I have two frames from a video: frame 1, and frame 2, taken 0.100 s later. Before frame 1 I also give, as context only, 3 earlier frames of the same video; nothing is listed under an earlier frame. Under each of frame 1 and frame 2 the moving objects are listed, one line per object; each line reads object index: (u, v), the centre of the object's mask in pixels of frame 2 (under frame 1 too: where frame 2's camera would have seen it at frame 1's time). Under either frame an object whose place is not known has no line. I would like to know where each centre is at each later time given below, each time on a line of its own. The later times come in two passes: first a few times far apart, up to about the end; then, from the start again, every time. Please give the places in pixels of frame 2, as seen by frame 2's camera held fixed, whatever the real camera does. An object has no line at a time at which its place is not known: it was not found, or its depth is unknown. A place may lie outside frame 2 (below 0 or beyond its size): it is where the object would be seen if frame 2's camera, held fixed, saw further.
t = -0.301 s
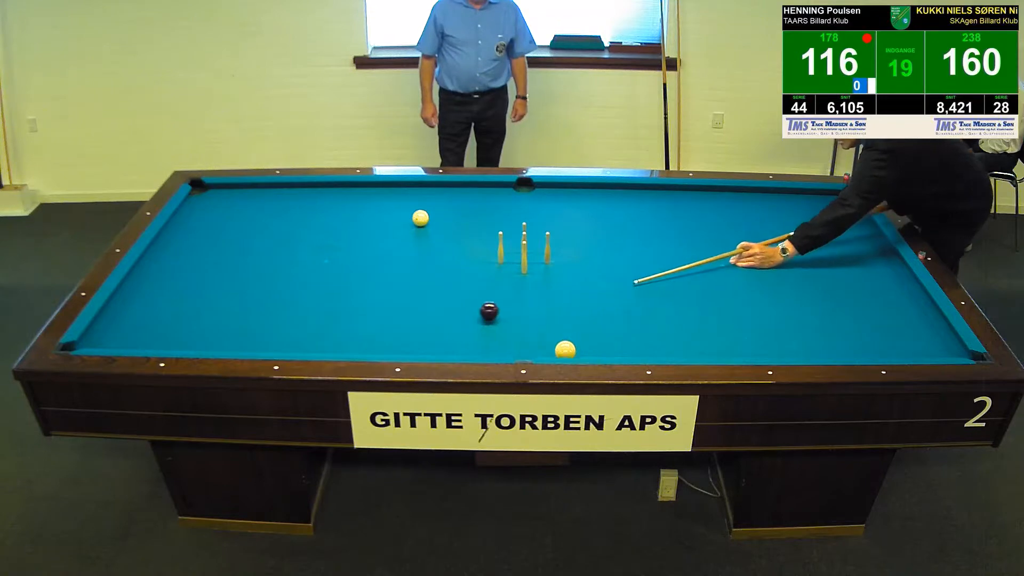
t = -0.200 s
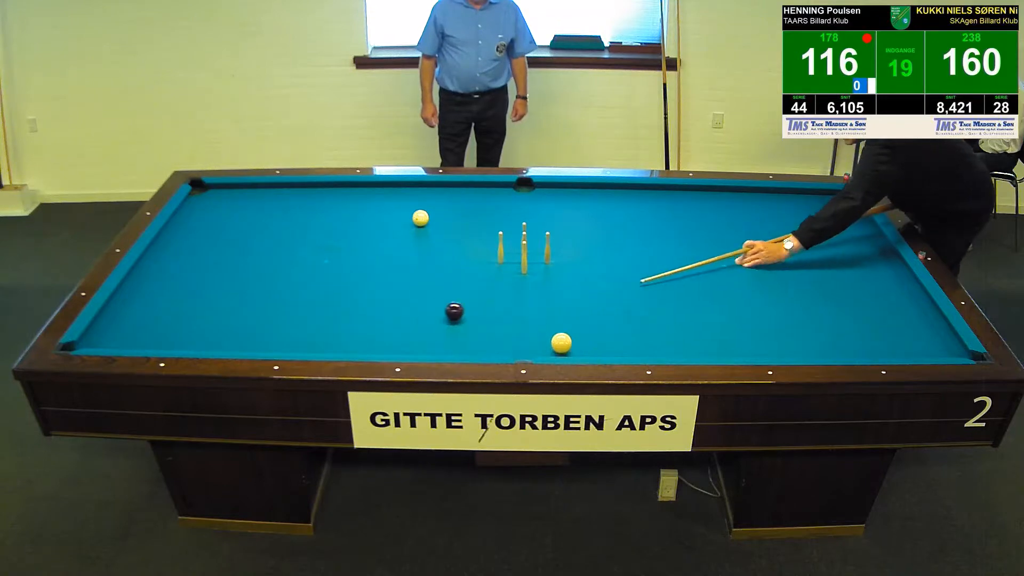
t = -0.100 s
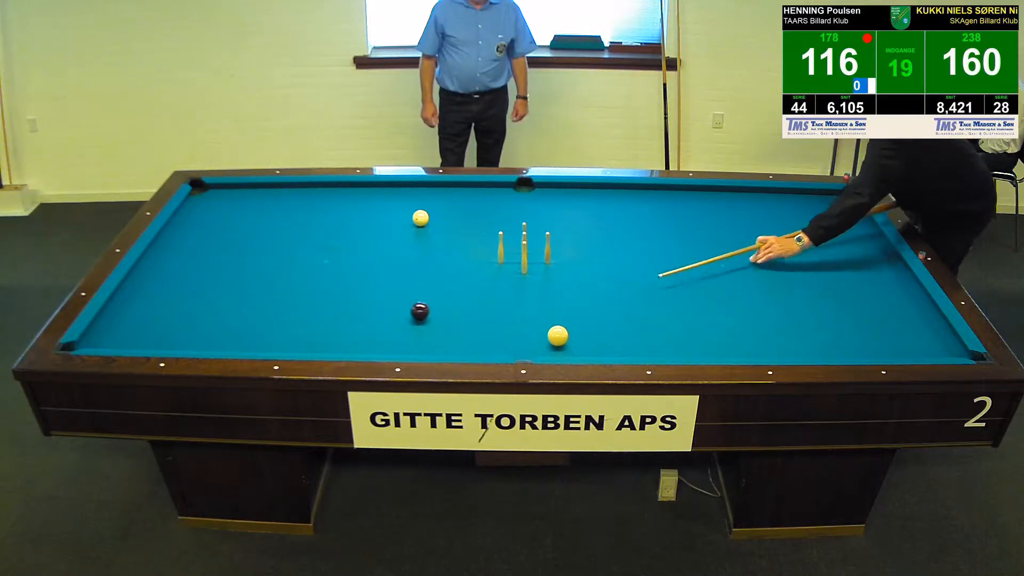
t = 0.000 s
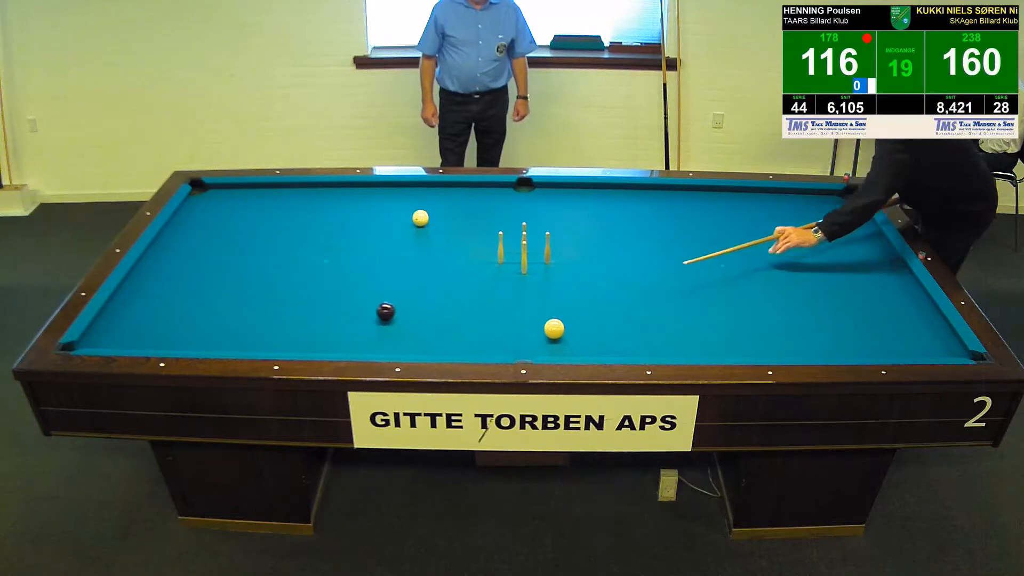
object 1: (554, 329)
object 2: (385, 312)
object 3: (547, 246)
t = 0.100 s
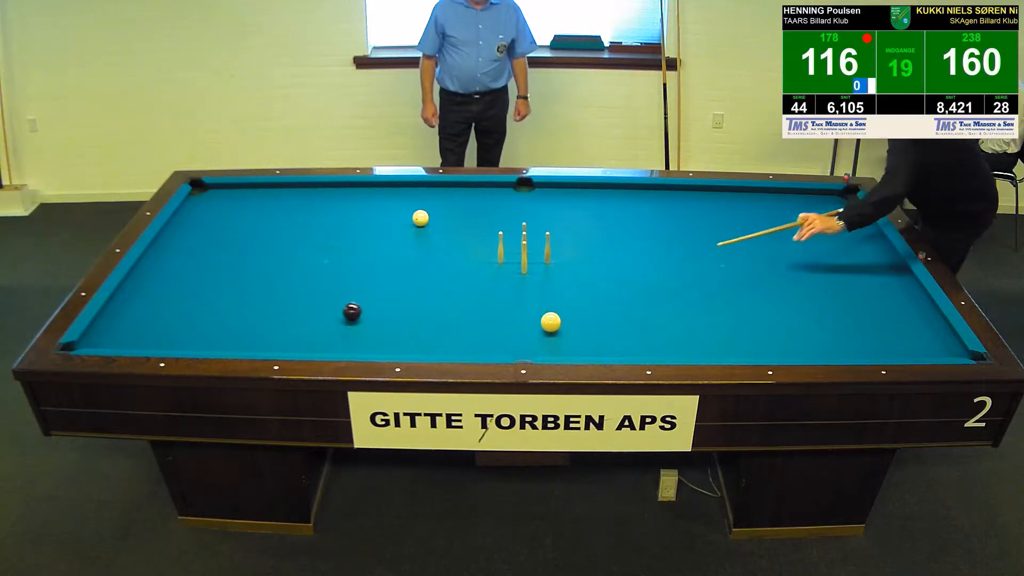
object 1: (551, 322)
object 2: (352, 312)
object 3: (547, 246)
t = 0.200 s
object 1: (547, 315)
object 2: (319, 312)
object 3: (547, 246)
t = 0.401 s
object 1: (541, 303)
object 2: (254, 312)
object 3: (547, 245)
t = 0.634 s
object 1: (534, 289)
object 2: (183, 312)
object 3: (547, 245)
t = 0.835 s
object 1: (528, 279)
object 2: (125, 313)
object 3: (547, 245)
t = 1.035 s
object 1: (523, 269)
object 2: (131, 310)
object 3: (547, 245)
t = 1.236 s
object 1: (518, 260)
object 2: (166, 304)
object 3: (547, 245)
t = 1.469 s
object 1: (512, 251)
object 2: (207, 298)
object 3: (547, 245)
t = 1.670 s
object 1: (508, 244)
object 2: (242, 293)
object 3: (547, 245)
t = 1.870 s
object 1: (501, 238)
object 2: (276, 289)
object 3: (547, 248)
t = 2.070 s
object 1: (495, 231)
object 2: (310, 284)
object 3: (547, 248)
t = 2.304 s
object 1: (490, 224)
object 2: (348, 278)
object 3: (547, 248)
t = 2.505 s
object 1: (485, 219)
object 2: (380, 274)
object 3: (547, 248)
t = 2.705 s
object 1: (481, 214)
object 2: (411, 270)
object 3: (547, 248)
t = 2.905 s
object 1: (477, 209)
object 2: (441, 266)
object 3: (547, 248)
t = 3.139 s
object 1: (473, 204)
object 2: (475, 261)
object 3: (547, 248)
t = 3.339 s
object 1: (469, 200)
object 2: (503, 258)
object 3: (547, 248)
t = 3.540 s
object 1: (466, 196)
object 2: (529, 255)
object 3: (547, 248)
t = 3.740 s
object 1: (463, 192)
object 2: (550, 253)
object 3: (558, 250)
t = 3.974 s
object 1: (459, 188)
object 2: (578, 250)
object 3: (569, 255)
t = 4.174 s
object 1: (457, 185)
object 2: (598, 247)
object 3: (579, 263)
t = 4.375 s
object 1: (454, 186)
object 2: (618, 244)
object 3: (582, 267)
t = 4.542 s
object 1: (453, 187)
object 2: (634, 242)
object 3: (583, 268)
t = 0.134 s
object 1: (549, 319)
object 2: (341, 312)
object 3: (547, 246)
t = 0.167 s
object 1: (548, 317)
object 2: (329, 312)
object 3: (547, 246)
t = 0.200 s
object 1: (547, 315)
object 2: (319, 312)
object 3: (547, 246)
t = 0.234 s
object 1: (546, 313)
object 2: (307, 312)
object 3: (547, 246)
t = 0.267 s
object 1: (545, 311)
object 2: (296, 312)
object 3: (547, 246)
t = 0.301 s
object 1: (544, 309)
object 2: (286, 312)
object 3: (547, 246)
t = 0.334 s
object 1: (543, 307)
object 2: (275, 312)
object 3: (547, 246)
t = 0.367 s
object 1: (542, 305)
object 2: (265, 312)
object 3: (547, 245)
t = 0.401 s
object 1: (541, 303)
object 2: (254, 312)
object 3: (547, 245)
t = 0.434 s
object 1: (540, 301)
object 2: (244, 312)
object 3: (547, 246)
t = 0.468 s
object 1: (539, 299)
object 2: (233, 312)
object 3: (547, 246)
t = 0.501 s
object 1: (538, 297)
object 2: (223, 312)
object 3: (547, 245)
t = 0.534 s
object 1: (537, 295)
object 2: (213, 312)
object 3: (547, 245)
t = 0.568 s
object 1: (536, 293)
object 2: (203, 312)
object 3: (547, 245)
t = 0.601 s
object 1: (535, 291)
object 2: (193, 313)
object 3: (547, 245)
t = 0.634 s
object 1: (534, 289)
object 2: (183, 312)
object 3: (547, 245)
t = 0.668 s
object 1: (533, 288)
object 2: (173, 313)
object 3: (547, 245)
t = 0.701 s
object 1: (532, 286)
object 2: (163, 313)
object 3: (547, 245)
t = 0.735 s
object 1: (531, 284)
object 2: (153, 313)
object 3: (547, 245)
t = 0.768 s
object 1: (530, 282)
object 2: (144, 313)
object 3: (547, 245)
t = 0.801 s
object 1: (529, 281)
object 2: (134, 313)
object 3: (547, 245)
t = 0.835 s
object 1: (528, 279)
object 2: (125, 313)
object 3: (547, 245)
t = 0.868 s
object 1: (528, 277)
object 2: (115, 313)
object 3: (547, 245)
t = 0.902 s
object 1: (527, 275)
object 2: (106, 314)
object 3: (547, 245)
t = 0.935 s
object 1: (526, 274)
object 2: (109, 313)
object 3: (547, 245)
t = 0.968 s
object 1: (525, 272)
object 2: (117, 312)
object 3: (547, 245)
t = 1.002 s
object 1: (524, 271)
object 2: (124, 310)
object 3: (547, 245)
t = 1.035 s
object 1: (523, 269)
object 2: (131, 310)
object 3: (547, 245)
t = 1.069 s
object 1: (522, 268)
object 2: (136, 309)
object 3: (547, 245)
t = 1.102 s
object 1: (521, 266)
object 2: (142, 308)
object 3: (547, 245)
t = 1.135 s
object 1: (521, 265)
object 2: (148, 307)
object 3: (547, 245)
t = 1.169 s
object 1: (520, 263)
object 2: (154, 306)
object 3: (547, 245)
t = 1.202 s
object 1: (519, 262)
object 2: (160, 305)
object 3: (547, 245)
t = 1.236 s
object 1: (518, 260)
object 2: (166, 304)
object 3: (547, 245)
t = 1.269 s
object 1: (517, 259)
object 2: (172, 303)
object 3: (547, 246)
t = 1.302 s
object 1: (516, 258)
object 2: (178, 303)
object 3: (547, 245)
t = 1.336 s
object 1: (516, 256)
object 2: (184, 302)
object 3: (547, 245)
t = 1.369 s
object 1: (515, 255)
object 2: (190, 301)
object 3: (547, 245)
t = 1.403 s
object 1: (514, 254)
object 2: (195, 300)
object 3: (547, 245)
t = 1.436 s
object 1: (513, 253)
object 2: (202, 299)
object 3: (547, 245)
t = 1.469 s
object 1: (512, 251)
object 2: (207, 298)
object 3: (547, 245)
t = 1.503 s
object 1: (511, 250)
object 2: (213, 297)
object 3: (547, 245)
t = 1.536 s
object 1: (510, 249)
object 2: (219, 297)
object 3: (547, 245)
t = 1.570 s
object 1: (510, 248)
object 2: (225, 296)
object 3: (547, 245)
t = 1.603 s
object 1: (509, 246)
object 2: (231, 295)
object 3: (547, 245)
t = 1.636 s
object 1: (508, 245)
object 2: (237, 294)
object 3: (547, 245)
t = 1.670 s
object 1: (508, 244)
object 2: (242, 293)
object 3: (547, 245)
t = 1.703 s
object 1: (507, 243)
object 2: (248, 293)
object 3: (547, 245)
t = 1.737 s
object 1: (507, 242)
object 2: (254, 292)
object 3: (547, 245)
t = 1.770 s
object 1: (504, 240)
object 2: (259, 291)
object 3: (547, 245)
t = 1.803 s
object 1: (503, 239)
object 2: (265, 290)
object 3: (547, 245)
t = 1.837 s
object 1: (502, 238)
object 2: (271, 289)
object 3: (547, 248)
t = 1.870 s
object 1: (501, 238)
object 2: (276, 289)
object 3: (547, 248)
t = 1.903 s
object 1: (499, 236)
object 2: (282, 288)
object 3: (547, 248)
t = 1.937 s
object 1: (499, 235)
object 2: (287, 287)
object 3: (547, 248)
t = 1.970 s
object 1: (498, 234)
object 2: (293, 286)
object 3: (547, 248)
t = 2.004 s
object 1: (497, 233)
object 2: (299, 285)
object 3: (547, 248)
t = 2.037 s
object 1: (496, 232)
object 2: (304, 285)
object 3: (547, 248)
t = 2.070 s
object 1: (495, 231)
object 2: (310, 284)
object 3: (547, 248)
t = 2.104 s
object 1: (494, 230)
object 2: (315, 283)
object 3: (547, 248)
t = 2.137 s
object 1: (494, 229)
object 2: (321, 282)
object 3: (547, 248)
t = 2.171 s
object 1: (493, 228)
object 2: (326, 282)
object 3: (547, 248)
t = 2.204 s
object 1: (492, 227)
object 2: (332, 281)
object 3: (547, 248)
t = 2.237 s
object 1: (491, 226)
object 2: (337, 280)
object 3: (547, 248)
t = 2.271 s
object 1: (491, 225)
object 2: (342, 280)
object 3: (547, 248)
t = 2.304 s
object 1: (490, 224)
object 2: (348, 278)
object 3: (547, 248)
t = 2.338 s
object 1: (489, 223)
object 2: (353, 278)
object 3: (547, 248)
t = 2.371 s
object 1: (488, 223)
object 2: (359, 277)
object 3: (547, 248)
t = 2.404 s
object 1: (488, 222)
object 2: (364, 276)
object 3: (547, 248)
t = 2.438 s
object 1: (487, 221)
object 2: (370, 275)
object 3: (547, 248)
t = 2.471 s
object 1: (486, 220)
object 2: (375, 275)
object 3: (547, 248)
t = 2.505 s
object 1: (485, 219)
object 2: (380, 274)
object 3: (547, 248)
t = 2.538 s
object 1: (485, 218)
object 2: (385, 273)
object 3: (547, 248)
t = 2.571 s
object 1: (484, 217)
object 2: (390, 273)
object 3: (547, 248)
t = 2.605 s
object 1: (483, 216)
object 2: (396, 272)
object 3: (547, 248)
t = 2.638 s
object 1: (483, 215)
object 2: (401, 271)
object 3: (547, 248)
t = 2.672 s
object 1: (482, 215)
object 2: (406, 271)
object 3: (547, 248)
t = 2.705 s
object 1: (481, 214)
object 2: (411, 270)
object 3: (547, 248)
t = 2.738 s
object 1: (480, 213)
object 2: (416, 269)
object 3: (547, 248)
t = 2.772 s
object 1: (480, 212)
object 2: (421, 268)
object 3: (547, 248)
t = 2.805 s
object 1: (479, 211)
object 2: (426, 268)
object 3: (547, 248)
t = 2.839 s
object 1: (479, 210)
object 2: (431, 267)
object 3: (547, 248)
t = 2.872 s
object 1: (478, 210)
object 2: (436, 267)
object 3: (547, 248)
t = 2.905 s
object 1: (477, 209)
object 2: (441, 266)
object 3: (547, 248)
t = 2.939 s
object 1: (477, 208)
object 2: (446, 265)
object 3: (547, 248)
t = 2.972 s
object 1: (476, 207)
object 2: (451, 265)
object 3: (547, 248)
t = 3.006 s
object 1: (475, 207)
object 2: (456, 264)
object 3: (547, 248)
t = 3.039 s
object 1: (475, 206)
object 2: (461, 263)
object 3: (547, 248)
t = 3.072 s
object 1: (474, 205)
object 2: (465, 263)
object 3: (547, 248)
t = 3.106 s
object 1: (473, 204)
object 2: (470, 262)
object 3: (547, 248)
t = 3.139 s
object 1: (473, 204)
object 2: (475, 261)
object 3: (547, 248)
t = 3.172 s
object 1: (472, 203)
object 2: (480, 261)
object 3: (547, 248)
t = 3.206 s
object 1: (472, 202)
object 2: (485, 260)
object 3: (547, 248)
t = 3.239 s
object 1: (471, 202)
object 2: (489, 260)
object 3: (547, 248)
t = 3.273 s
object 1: (470, 201)
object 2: (494, 259)
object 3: (547, 248)
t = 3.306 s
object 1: (470, 200)
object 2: (498, 258)
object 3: (547, 248)
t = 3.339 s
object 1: (469, 200)
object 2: (503, 258)
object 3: (547, 248)
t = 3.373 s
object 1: (469, 199)
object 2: (507, 257)
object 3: (547, 248)
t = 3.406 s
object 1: (468, 198)
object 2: (512, 257)
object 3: (547, 248)
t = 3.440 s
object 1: (467, 198)
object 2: (516, 257)
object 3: (547, 248)
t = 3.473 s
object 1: (467, 197)
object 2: (520, 256)
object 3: (547, 248)
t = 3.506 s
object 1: (466, 196)
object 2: (525, 256)
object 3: (547, 248)
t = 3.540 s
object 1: (466, 196)
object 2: (529, 255)
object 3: (547, 248)
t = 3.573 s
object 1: (465, 195)
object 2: (533, 255)
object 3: (547, 248)
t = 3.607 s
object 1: (465, 195)
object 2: (537, 255)
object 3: (548, 248)
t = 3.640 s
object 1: (464, 194)
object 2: (541, 254)
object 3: (552, 249)
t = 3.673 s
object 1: (464, 193)
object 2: (544, 254)
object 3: (555, 249)
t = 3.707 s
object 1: (463, 193)
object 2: (547, 253)
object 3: (557, 250)
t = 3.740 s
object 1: (463, 192)
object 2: (550, 253)
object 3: (558, 250)
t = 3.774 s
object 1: (462, 192)
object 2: (553, 251)
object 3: (560, 250)
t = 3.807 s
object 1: (462, 191)
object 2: (558, 252)
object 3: (561, 250)
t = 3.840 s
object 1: (461, 191)
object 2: (562, 251)
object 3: (562, 251)
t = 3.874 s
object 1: (461, 190)
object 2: (570, 251)
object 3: (563, 251)
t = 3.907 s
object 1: (460, 190)
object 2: (572, 251)
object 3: (565, 252)
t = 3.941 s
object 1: (460, 189)
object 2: (575, 250)
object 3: (567, 253)
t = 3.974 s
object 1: (459, 188)
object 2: (578, 250)
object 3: (569, 255)
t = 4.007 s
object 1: (459, 188)
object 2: (581, 247)
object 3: (572, 257)
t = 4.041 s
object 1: (459, 187)
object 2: (584, 248)
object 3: (575, 263)
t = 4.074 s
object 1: (458, 187)
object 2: (588, 248)
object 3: (577, 264)
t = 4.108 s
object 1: (458, 186)
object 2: (591, 247)
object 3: (578, 262)
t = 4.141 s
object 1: (457, 186)
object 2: (595, 247)
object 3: (579, 261)
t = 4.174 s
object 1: (457, 185)
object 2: (598, 247)
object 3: (579, 263)
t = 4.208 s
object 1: (456, 185)
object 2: (602, 246)
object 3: (581, 267)
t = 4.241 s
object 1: (456, 185)
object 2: (605, 245)
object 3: (581, 265)
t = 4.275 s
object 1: (456, 185)
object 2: (608, 245)
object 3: (582, 265)
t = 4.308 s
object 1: (455, 185)
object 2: (612, 245)
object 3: (583, 267)
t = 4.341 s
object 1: (455, 185)
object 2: (615, 244)
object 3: (582, 267)
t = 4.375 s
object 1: (454, 186)
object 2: (618, 244)
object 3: (582, 267)
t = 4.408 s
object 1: (454, 186)
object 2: (622, 243)
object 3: (583, 268)
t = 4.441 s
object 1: (454, 186)
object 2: (625, 243)
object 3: (584, 268)
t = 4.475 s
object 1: (453, 186)
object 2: (628, 243)
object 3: (584, 268)
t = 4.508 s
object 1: (453, 187)
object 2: (631, 242)
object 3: (583, 268)
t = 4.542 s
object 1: (453, 187)
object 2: (634, 242)
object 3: (583, 268)
